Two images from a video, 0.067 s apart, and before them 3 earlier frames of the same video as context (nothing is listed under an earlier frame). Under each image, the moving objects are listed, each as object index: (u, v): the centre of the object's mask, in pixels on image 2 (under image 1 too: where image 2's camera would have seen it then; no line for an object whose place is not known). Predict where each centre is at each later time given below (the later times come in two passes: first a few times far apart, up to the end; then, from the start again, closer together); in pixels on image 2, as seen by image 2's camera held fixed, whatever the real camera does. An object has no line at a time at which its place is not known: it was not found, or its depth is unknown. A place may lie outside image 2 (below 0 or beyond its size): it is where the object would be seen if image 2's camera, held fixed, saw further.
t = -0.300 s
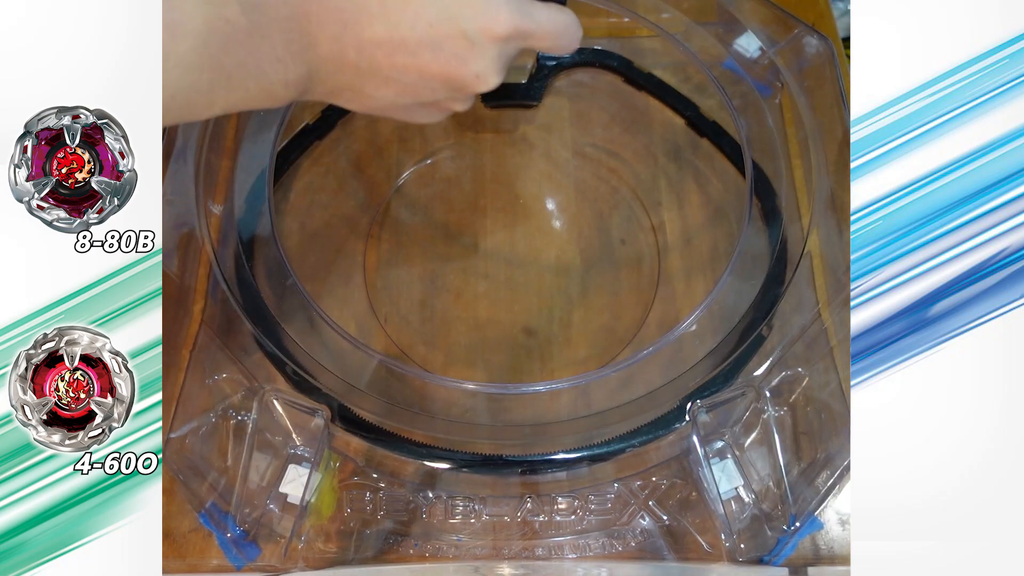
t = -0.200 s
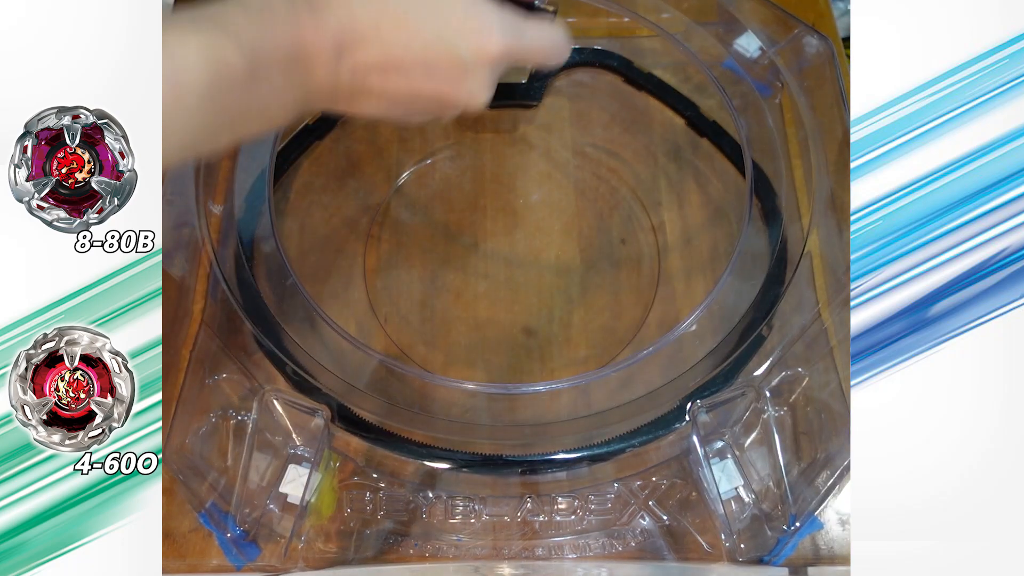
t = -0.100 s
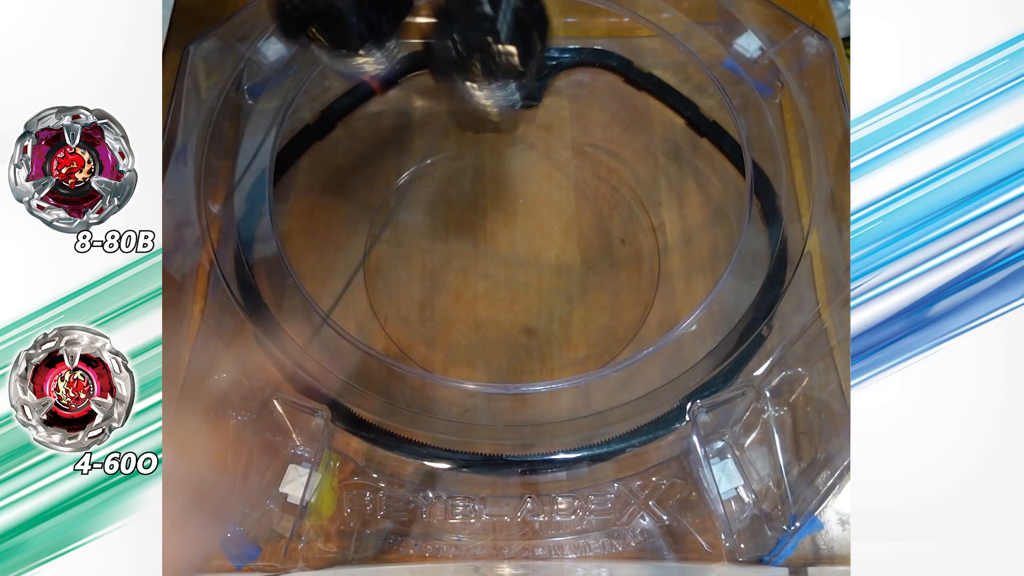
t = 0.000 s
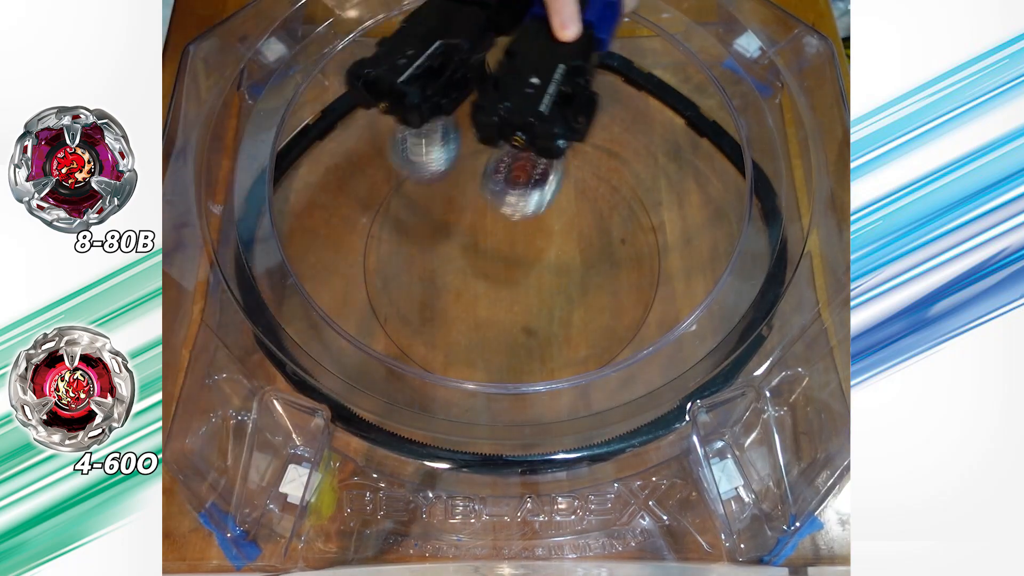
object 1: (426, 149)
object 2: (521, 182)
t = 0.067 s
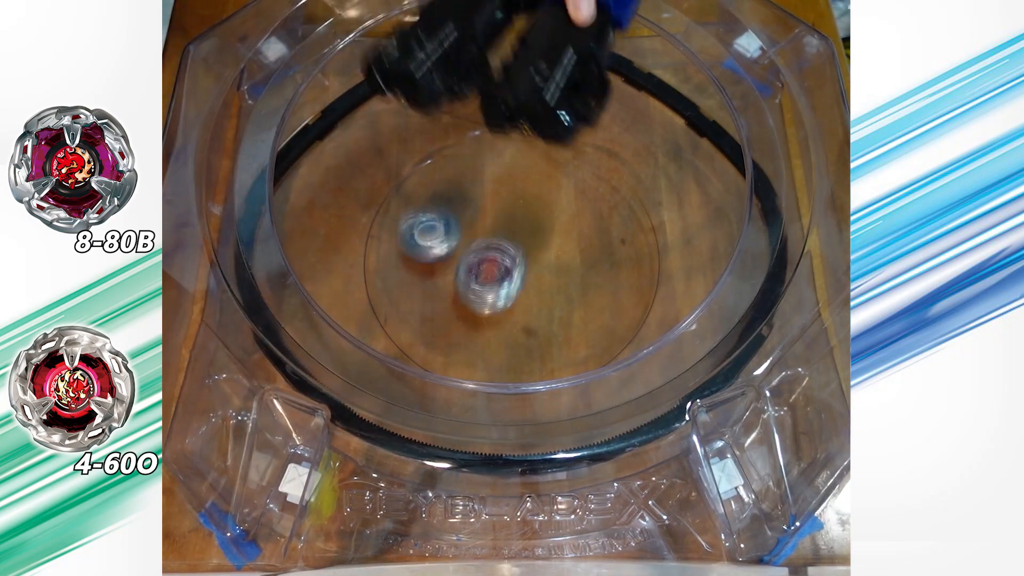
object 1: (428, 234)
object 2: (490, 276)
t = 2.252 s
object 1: (416, 250)
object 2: (697, 312)
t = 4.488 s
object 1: (518, 206)
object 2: (582, 105)
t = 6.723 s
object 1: (519, 307)
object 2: (661, 372)
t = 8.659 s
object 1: (496, 223)
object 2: (555, 153)
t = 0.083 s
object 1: (432, 235)
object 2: (484, 296)
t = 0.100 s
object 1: (434, 232)
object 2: (483, 297)
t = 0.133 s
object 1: (440, 231)
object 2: (481, 293)
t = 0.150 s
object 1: (444, 234)
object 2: (480, 294)
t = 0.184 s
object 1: (452, 244)
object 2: (479, 299)
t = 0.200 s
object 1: (456, 243)
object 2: (478, 299)
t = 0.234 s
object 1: (462, 231)
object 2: (481, 311)
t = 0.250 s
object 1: (464, 222)
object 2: (483, 321)
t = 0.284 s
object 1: (470, 212)
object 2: (489, 339)
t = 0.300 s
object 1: (472, 204)
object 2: (493, 347)
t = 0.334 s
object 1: (477, 189)
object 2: (502, 357)
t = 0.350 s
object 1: (479, 185)
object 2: (507, 363)
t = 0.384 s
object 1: (484, 177)
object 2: (518, 368)
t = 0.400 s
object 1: (485, 172)
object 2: (524, 365)
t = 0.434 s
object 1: (490, 170)
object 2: (536, 358)
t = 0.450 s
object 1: (491, 168)
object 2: (542, 355)
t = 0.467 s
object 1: (492, 166)
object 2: (547, 351)
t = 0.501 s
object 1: (492, 165)
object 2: (557, 339)
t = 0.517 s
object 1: (491, 166)
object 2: (561, 332)
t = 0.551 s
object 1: (488, 168)
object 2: (565, 315)
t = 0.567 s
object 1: (485, 170)
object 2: (567, 306)
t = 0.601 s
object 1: (479, 175)
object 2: (565, 287)
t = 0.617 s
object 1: (475, 178)
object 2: (562, 278)
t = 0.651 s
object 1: (465, 185)
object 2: (554, 260)
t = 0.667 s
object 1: (459, 189)
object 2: (547, 252)
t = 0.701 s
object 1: (447, 197)
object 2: (533, 236)
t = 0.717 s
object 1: (440, 201)
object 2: (525, 228)
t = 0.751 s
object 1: (425, 210)
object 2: (506, 215)
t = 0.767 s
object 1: (418, 215)
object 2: (496, 209)
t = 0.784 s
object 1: (412, 220)
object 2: (486, 205)
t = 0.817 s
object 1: (398, 232)
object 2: (466, 196)
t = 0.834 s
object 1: (392, 239)
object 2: (455, 193)
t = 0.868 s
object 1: (382, 251)
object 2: (434, 190)
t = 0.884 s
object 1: (378, 257)
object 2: (424, 190)
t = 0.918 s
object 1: (372, 269)
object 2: (405, 194)
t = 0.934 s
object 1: (373, 275)
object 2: (397, 197)
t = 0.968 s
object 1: (382, 285)
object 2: (381, 207)
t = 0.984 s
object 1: (387, 290)
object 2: (375, 213)
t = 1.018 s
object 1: (399, 298)
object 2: (366, 229)
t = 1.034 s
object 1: (405, 301)
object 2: (366, 238)
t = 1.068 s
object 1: (421, 311)
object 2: (370, 255)
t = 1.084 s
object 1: (440, 326)
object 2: (363, 245)
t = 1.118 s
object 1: (477, 354)
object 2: (351, 225)
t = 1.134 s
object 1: (494, 360)
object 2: (346, 218)
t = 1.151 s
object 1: (516, 371)
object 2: (342, 213)
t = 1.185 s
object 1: (553, 357)
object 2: (331, 198)
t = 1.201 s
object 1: (573, 353)
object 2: (326, 191)
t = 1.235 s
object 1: (606, 342)
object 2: (318, 181)
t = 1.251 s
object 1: (619, 332)
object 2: (311, 174)
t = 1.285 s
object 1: (642, 312)
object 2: (303, 165)
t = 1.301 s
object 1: (646, 298)
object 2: (296, 158)
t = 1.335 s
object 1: (653, 269)
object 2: (289, 163)
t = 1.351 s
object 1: (652, 254)
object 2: (296, 180)
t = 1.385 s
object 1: (649, 225)
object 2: (306, 221)
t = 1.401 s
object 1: (645, 211)
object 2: (313, 245)
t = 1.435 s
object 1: (633, 186)
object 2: (328, 294)
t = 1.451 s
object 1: (626, 173)
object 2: (334, 310)
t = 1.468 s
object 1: (618, 160)
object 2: (340, 328)
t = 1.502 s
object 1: (598, 139)
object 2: (362, 368)
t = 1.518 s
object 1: (586, 131)
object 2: (369, 384)
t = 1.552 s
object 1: (563, 117)
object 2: (391, 404)
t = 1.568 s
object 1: (551, 110)
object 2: (409, 410)
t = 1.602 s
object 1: (528, 98)
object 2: (444, 408)
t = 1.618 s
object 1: (515, 93)
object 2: (461, 407)
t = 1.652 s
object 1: (490, 102)
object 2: (490, 396)
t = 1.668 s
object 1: (478, 107)
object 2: (505, 392)
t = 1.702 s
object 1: (453, 118)
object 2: (530, 378)
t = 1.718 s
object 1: (443, 123)
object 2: (542, 368)
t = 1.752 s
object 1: (423, 132)
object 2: (564, 347)
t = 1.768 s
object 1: (415, 136)
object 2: (572, 336)
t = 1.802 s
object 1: (401, 145)
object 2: (587, 307)
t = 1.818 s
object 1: (394, 150)
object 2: (593, 290)
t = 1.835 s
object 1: (388, 154)
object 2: (598, 274)
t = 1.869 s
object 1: (379, 163)
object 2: (604, 238)
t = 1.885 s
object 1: (374, 167)
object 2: (605, 219)
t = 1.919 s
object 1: (368, 174)
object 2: (603, 180)
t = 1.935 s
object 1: (365, 178)
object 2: (599, 161)
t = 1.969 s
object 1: (362, 185)
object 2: (588, 124)
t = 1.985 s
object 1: (360, 188)
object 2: (581, 105)
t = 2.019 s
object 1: (358, 195)
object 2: (567, 75)
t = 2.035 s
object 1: (357, 198)
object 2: (566, 67)
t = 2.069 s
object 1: (357, 204)
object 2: (595, 86)
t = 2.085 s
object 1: (358, 206)
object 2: (610, 96)
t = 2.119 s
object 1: (362, 211)
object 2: (642, 132)
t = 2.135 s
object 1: (365, 215)
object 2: (654, 155)
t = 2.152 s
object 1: (369, 219)
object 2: (669, 179)
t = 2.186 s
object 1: (381, 228)
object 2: (699, 228)
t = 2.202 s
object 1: (388, 233)
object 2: (712, 256)
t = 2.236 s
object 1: (406, 244)
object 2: (713, 303)
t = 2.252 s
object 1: (416, 250)
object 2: (697, 312)
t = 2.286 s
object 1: (438, 261)
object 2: (663, 328)
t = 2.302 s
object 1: (449, 265)
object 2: (646, 335)
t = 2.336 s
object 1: (474, 273)
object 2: (609, 346)
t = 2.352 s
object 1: (486, 276)
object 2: (590, 347)
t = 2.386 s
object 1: (511, 279)
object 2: (551, 355)
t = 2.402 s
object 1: (522, 279)
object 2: (531, 357)
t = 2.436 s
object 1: (544, 276)
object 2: (491, 353)
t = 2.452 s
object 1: (554, 273)
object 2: (472, 349)
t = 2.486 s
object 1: (570, 265)
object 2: (432, 334)
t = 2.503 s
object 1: (577, 260)
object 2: (413, 323)
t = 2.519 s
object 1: (583, 255)
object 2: (394, 313)
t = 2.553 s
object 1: (590, 242)
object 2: (358, 287)
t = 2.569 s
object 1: (593, 236)
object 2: (340, 276)
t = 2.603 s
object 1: (595, 222)
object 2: (311, 253)
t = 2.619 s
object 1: (594, 215)
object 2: (291, 240)
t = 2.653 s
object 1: (591, 201)
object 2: (265, 215)
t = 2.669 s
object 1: (588, 194)
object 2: (254, 206)
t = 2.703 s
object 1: (579, 182)
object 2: (242, 193)
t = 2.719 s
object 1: (574, 177)
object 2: (250, 187)
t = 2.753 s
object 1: (561, 167)
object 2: (268, 180)
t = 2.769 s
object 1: (554, 163)
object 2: (278, 176)
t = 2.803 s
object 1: (539, 157)
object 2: (300, 171)
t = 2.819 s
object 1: (530, 156)
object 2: (307, 169)
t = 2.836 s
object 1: (522, 156)
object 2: (317, 168)
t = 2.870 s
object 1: (505, 158)
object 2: (339, 170)
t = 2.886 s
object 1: (497, 161)
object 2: (347, 169)
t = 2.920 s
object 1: (484, 169)
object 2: (365, 170)
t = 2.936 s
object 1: (478, 174)
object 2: (373, 170)
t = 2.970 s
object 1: (468, 187)
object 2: (389, 173)
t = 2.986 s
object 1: (464, 195)
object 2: (396, 174)
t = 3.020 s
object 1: (460, 213)
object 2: (410, 181)
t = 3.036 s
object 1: (459, 221)
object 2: (417, 184)
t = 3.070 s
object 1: (461, 238)
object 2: (431, 194)
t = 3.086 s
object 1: (462, 246)
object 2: (441, 201)
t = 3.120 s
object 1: (469, 261)
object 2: (458, 215)
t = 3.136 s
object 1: (473, 268)
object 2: (468, 223)
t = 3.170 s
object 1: (485, 280)
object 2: (487, 239)
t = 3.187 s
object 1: (491, 288)
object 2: (500, 249)
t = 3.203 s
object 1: (495, 299)
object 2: (513, 257)
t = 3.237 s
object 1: (505, 316)
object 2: (538, 274)
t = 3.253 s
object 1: (511, 322)
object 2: (550, 280)
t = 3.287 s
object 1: (523, 330)
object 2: (577, 289)
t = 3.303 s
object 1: (523, 322)
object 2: (590, 292)
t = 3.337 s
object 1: (522, 299)
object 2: (616, 294)
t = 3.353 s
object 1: (522, 288)
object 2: (626, 293)
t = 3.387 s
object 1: (523, 267)
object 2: (644, 290)
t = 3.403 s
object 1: (523, 258)
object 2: (652, 288)
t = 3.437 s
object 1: (524, 241)
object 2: (663, 283)
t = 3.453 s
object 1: (524, 234)
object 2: (666, 280)
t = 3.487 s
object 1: (524, 221)
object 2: (669, 274)
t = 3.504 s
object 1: (523, 217)
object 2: (668, 270)
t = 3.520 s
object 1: (521, 212)
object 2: (665, 267)
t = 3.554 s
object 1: (516, 206)
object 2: (657, 261)
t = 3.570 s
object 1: (512, 203)
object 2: (651, 258)
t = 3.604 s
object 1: (502, 201)
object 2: (635, 254)
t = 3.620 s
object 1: (497, 200)
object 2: (625, 251)
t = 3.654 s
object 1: (485, 201)
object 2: (599, 246)
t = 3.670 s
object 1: (479, 203)
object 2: (584, 244)
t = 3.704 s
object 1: (468, 209)
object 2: (551, 243)
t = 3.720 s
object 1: (463, 214)
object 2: (534, 242)
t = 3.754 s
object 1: (455, 224)
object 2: (503, 245)
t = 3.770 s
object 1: (447, 229)
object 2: (493, 250)
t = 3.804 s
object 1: (423, 234)
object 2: (482, 264)
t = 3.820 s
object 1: (413, 236)
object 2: (480, 272)
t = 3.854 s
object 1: (400, 243)
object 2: (476, 290)
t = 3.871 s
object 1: (396, 247)
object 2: (475, 299)
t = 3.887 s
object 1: (394, 251)
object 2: (476, 308)
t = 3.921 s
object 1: (394, 261)
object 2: (478, 325)
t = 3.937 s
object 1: (397, 267)
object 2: (480, 333)
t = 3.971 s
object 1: (406, 278)
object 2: (487, 346)
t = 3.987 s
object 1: (413, 284)
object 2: (492, 352)
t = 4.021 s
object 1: (431, 294)
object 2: (505, 355)
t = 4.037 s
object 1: (441, 299)
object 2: (513, 354)
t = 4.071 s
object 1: (462, 307)
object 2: (529, 349)
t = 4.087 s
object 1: (473, 309)
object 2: (538, 346)
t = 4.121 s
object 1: (494, 311)
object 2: (557, 335)
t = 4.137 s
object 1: (503, 310)
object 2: (567, 328)
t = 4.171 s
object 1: (517, 306)
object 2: (592, 308)
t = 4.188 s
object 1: (522, 303)
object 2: (605, 299)
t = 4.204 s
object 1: (526, 299)
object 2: (616, 289)
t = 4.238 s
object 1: (535, 289)
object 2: (634, 263)
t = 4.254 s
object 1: (538, 284)
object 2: (641, 250)
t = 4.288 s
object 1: (543, 272)
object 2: (651, 225)
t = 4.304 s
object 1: (545, 265)
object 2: (654, 212)
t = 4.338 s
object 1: (545, 253)
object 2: (657, 186)
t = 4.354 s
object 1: (545, 247)
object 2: (657, 173)
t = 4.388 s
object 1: (542, 234)
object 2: (653, 148)
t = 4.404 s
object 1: (539, 229)
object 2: (650, 136)
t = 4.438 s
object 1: (533, 218)
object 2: (637, 115)
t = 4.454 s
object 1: (528, 214)
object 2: (620, 112)
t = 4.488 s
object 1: (518, 206)
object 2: (582, 105)
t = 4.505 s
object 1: (513, 203)
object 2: (574, 108)
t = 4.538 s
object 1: (501, 199)
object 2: (588, 125)
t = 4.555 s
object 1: (496, 198)
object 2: (593, 134)
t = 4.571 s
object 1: (492, 198)
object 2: (597, 143)
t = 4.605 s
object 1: (482, 199)
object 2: (600, 164)
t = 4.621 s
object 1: (478, 201)
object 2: (601, 176)
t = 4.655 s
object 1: (468, 206)
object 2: (598, 201)
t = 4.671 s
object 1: (463, 210)
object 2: (594, 215)
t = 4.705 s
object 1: (455, 219)
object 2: (582, 245)
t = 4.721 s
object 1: (452, 224)
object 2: (574, 262)
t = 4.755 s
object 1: (448, 235)
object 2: (557, 294)
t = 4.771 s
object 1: (447, 241)
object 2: (548, 312)
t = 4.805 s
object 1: (449, 253)
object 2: (531, 345)
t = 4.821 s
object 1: (451, 259)
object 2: (524, 357)
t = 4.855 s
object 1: (458, 270)
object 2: (509, 385)
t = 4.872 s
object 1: (462, 274)
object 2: (503, 396)
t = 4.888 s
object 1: (467, 278)
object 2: (495, 415)
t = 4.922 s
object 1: (480, 283)
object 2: (491, 413)
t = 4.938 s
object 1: (487, 285)
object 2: (491, 408)
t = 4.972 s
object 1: (501, 286)
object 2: (494, 394)
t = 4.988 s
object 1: (508, 286)
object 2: (496, 389)
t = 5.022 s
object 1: (521, 283)
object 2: (504, 373)
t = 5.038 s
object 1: (528, 281)
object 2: (508, 365)
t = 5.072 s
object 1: (539, 277)
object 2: (517, 345)
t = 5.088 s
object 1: (544, 273)
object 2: (522, 334)
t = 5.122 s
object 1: (555, 264)
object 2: (529, 311)
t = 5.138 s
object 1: (566, 255)
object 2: (525, 299)
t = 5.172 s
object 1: (584, 235)
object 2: (515, 284)
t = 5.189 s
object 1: (591, 226)
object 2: (510, 273)
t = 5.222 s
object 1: (600, 210)
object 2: (497, 253)
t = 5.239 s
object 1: (604, 203)
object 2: (491, 246)
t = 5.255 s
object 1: (604, 196)
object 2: (484, 237)
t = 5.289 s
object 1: (602, 185)
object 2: (470, 221)
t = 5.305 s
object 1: (600, 181)
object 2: (464, 213)
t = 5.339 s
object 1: (591, 173)
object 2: (451, 201)
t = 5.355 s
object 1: (585, 169)
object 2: (445, 196)
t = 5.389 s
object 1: (571, 164)
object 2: (433, 189)
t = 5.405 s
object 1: (564, 162)
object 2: (430, 188)
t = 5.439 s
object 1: (548, 159)
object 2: (426, 194)
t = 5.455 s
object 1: (540, 159)
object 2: (425, 198)
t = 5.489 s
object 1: (523, 161)
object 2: (425, 211)
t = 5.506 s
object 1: (515, 162)
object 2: (427, 219)
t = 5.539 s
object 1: (499, 167)
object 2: (433, 237)
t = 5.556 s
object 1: (491, 171)
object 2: (438, 247)
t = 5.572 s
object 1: (484, 176)
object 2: (445, 257)
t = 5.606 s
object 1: (473, 187)
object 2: (462, 279)
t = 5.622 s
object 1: (468, 193)
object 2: (472, 289)
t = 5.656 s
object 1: (461, 206)
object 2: (496, 307)
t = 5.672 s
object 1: (459, 213)
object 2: (508, 316)
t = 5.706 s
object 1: (458, 226)
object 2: (535, 326)
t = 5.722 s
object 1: (460, 233)
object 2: (549, 332)
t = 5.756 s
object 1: (465, 245)
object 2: (577, 337)
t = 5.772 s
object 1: (469, 252)
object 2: (588, 337)
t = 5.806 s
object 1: (478, 263)
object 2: (609, 331)
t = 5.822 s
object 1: (484, 268)
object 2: (617, 329)
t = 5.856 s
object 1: (498, 276)
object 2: (634, 317)
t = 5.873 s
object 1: (505, 279)
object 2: (641, 312)
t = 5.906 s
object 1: (519, 282)
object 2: (652, 296)
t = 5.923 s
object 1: (527, 283)
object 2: (656, 289)
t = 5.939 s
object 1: (535, 283)
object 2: (660, 280)
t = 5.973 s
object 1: (550, 281)
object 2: (662, 262)
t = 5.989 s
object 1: (558, 279)
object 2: (662, 253)
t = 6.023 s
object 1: (572, 273)
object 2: (658, 235)
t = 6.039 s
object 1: (577, 269)
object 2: (655, 226)
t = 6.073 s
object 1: (587, 258)
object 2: (645, 209)
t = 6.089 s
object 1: (590, 252)
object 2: (638, 202)
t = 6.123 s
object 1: (595, 239)
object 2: (620, 189)
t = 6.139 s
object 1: (596, 233)
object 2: (609, 184)
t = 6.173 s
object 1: (596, 230)
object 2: (585, 172)
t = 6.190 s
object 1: (594, 230)
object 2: (571, 165)
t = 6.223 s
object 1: (589, 228)
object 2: (543, 158)
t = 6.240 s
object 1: (586, 228)
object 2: (529, 155)
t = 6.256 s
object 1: (582, 227)
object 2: (513, 154)
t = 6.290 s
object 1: (574, 227)
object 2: (484, 156)
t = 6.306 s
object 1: (569, 227)
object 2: (470, 158)
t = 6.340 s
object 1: (559, 228)
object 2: (445, 168)
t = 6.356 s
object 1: (554, 230)
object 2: (433, 175)
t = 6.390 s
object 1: (545, 233)
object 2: (411, 191)
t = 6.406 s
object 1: (541, 235)
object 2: (402, 200)
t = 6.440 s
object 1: (533, 240)
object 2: (392, 226)
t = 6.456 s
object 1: (530, 243)
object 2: (393, 241)
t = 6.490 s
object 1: (525, 251)
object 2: (402, 275)
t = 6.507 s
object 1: (523, 255)
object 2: (409, 288)
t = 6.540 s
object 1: (519, 264)
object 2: (431, 322)
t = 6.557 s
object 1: (518, 268)
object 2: (443, 338)
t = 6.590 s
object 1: (516, 278)
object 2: (481, 355)
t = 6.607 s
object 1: (515, 282)
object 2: (499, 361)
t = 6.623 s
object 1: (515, 286)
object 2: (520, 375)
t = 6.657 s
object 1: (515, 294)
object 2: (570, 388)
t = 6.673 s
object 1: (515, 297)
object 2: (593, 389)
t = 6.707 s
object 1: (517, 304)
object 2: (643, 385)
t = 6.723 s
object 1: (519, 307)
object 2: (661, 372)
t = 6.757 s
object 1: (524, 311)
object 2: (692, 342)
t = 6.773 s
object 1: (528, 312)
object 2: (705, 323)
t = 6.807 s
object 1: (533, 312)
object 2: (728, 287)
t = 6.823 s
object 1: (536, 311)
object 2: (736, 268)
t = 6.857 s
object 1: (543, 309)
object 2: (740, 227)
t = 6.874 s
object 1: (546, 307)
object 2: (734, 208)
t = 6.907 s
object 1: (551, 303)
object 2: (713, 177)
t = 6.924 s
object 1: (552, 300)
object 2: (700, 164)
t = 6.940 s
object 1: (553, 297)
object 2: (686, 151)
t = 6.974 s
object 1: (554, 291)
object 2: (658, 129)
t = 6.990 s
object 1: (554, 287)
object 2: (642, 119)
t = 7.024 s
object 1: (551, 281)
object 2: (613, 103)
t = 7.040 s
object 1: (550, 277)
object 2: (599, 97)
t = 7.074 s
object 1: (545, 271)
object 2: (576, 89)
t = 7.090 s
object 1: (542, 269)
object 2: (569, 87)
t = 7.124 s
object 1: (535, 265)
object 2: (560, 90)
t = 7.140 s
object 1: (531, 264)
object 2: (559, 93)
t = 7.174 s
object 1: (522, 262)
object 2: (559, 99)
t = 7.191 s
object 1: (518, 262)
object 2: (560, 103)
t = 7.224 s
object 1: (508, 263)
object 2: (561, 111)
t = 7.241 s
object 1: (502, 264)
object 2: (562, 113)
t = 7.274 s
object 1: (492, 266)
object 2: (562, 118)
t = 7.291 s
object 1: (487, 268)
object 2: (562, 122)
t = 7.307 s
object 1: (484, 270)
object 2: (562, 125)
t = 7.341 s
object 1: (480, 273)
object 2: (563, 129)
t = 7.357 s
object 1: (479, 274)
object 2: (563, 130)
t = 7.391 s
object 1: (479, 278)
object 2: (562, 132)
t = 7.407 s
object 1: (480, 281)
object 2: (561, 134)
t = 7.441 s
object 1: (483, 285)
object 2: (561, 135)
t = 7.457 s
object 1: (485, 287)
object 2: (561, 137)
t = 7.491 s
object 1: (489, 266)
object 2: (558, 144)
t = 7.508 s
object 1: (487, 265)
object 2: (558, 144)
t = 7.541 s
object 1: (483, 263)
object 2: (558, 145)
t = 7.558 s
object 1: (481, 262)
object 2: (558, 145)
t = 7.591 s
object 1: (479, 261)
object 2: (558, 146)
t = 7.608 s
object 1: (478, 260)
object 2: (558, 146)
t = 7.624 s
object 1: (477, 259)
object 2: (558, 146)
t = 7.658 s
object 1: (476, 258)
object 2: (558, 147)
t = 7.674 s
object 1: (476, 257)
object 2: (557, 147)
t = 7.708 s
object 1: (477, 256)
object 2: (557, 148)
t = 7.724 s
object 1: (477, 255)
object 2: (557, 148)
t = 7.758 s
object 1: (478, 254)
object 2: (557, 148)
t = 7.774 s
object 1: (479, 254)
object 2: (557, 149)
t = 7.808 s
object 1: (480, 253)
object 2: (557, 149)
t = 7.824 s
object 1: (480, 253)
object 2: (557, 149)
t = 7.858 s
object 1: (481, 252)
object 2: (557, 149)
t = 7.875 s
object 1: (481, 252)
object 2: (556, 149)
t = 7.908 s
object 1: (481, 251)
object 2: (556, 150)
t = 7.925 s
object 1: (480, 251)
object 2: (556, 150)
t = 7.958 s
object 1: (479, 250)
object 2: (556, 150)
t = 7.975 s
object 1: (479, 249)
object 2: (556, 150)
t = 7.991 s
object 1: (478, 248)
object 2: (556, 150)
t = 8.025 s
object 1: (477, 246)
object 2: (556, 150)
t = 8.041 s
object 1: (477, 245)
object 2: (556, 150)
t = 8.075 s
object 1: (476, 243)
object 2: (556, 150)
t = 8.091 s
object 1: (476, 242)
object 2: (556, 150)
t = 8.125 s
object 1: (477, 239)
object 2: (556, 151)
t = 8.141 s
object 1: (478, 238)
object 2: (556, 151)
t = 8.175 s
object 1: (479, 235)
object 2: (556, 151)
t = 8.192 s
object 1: (480, 234)
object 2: (556, 151)
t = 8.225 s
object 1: (482, 232)
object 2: (556, 151)
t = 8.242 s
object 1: (483, 231)
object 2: (556, 151)
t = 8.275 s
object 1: (486, 230)
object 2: (556, 151)
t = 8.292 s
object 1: (487, 229)
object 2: (556, 151)
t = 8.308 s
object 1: (488, 229)
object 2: (556, 151)
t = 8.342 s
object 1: (491, 229)
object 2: (556, 151)
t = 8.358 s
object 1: (492, 230)
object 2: (556, 151)
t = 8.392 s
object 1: (493, 230)
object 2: (556, 151)
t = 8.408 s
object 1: (494, 230)
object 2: (556, 151)
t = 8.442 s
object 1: (494, 231)
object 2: (556, 151)
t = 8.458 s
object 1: (494, 232)
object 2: (556, 151)
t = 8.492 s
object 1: (493, 232)
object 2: (555, 151)
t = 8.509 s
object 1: (492, 232)
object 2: (555, 151)
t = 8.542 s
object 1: (491, 231)
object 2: (555, 152)
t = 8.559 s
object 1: (490, 230)
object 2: (555, 152)
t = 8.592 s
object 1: (489, 227)
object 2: (555, 152)
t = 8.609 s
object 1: (490, 226)
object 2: (555, 152)
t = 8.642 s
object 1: (493, 223)
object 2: (555, 153)
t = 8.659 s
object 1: (496, 223)
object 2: (555, 153)
